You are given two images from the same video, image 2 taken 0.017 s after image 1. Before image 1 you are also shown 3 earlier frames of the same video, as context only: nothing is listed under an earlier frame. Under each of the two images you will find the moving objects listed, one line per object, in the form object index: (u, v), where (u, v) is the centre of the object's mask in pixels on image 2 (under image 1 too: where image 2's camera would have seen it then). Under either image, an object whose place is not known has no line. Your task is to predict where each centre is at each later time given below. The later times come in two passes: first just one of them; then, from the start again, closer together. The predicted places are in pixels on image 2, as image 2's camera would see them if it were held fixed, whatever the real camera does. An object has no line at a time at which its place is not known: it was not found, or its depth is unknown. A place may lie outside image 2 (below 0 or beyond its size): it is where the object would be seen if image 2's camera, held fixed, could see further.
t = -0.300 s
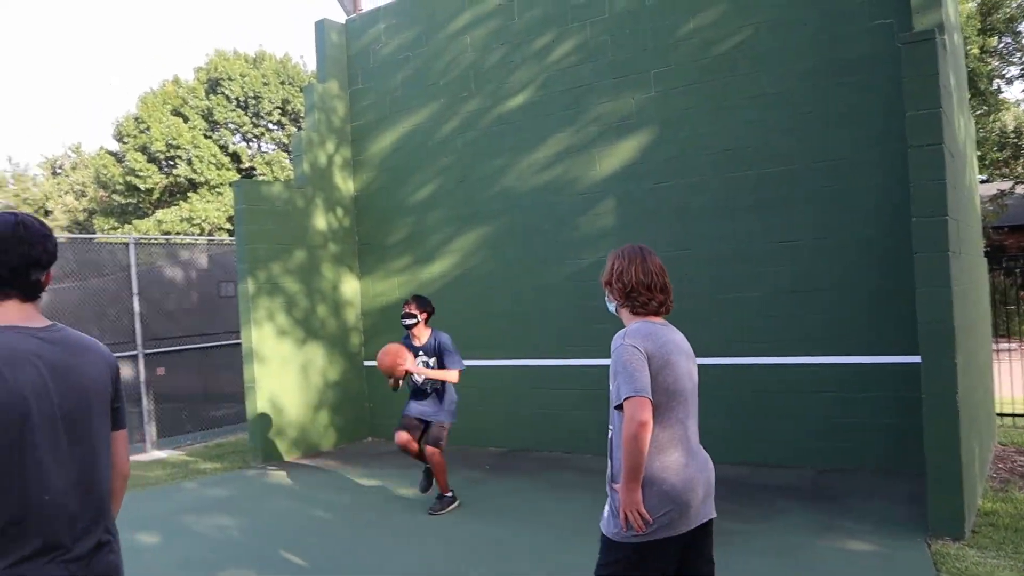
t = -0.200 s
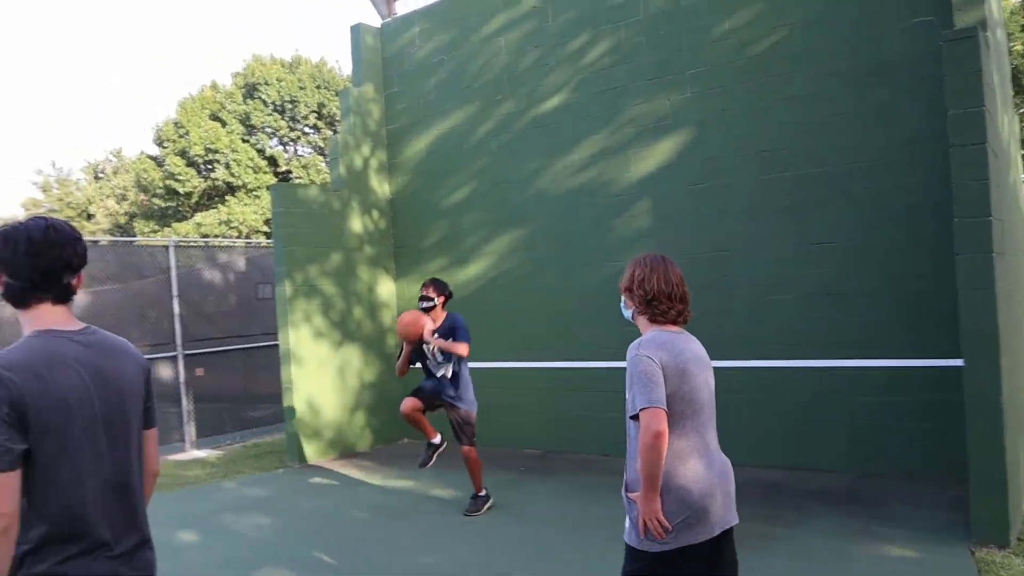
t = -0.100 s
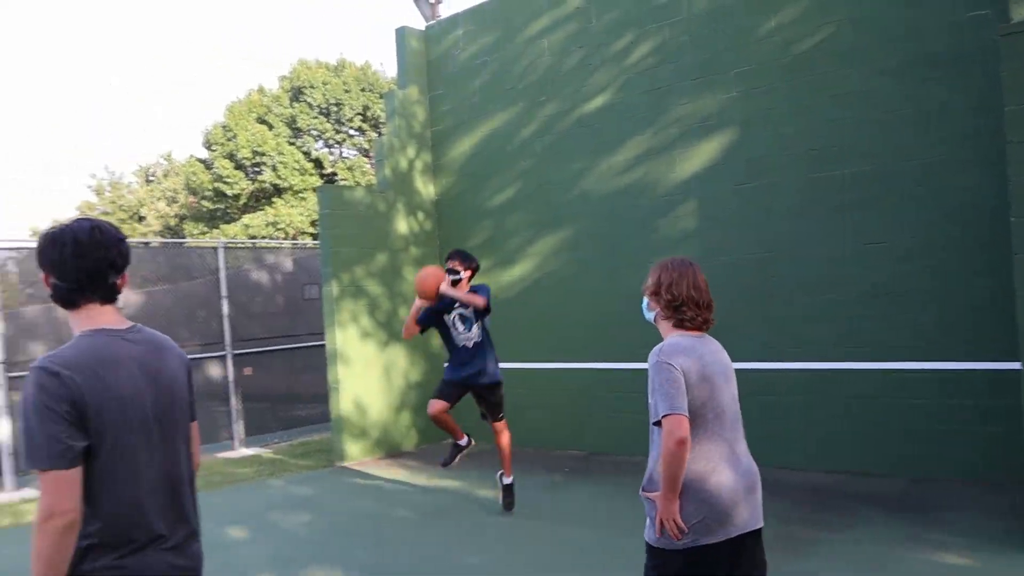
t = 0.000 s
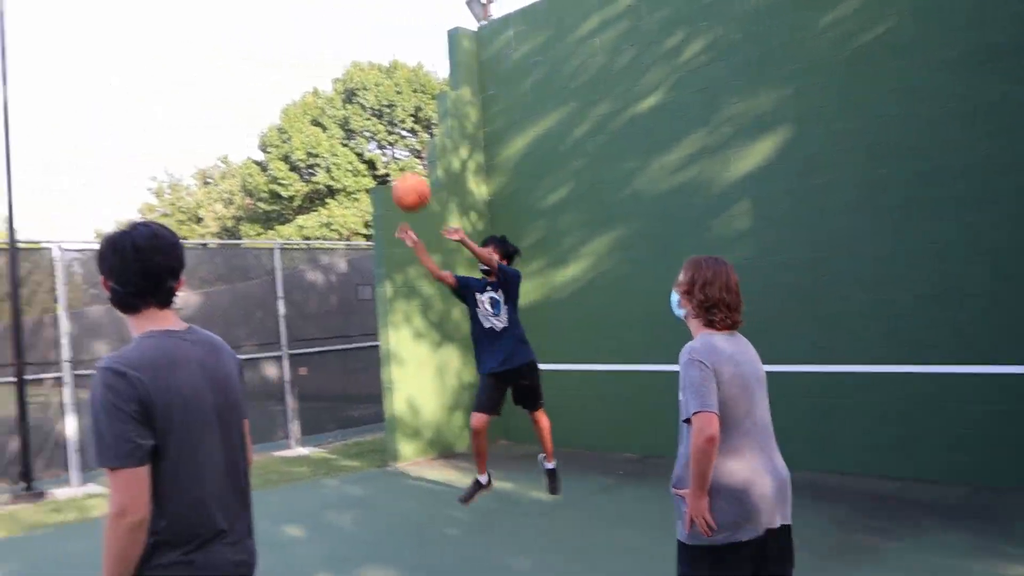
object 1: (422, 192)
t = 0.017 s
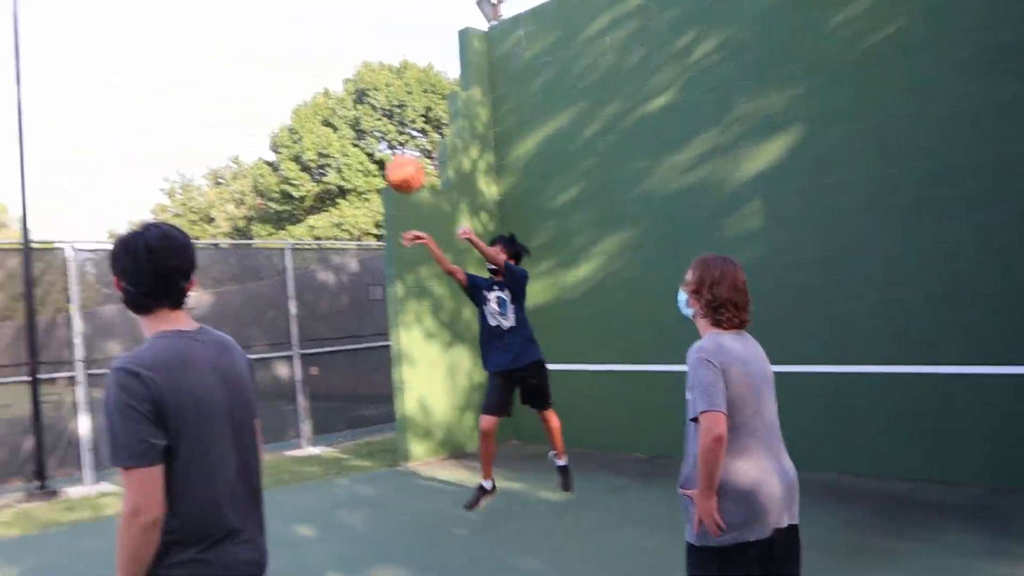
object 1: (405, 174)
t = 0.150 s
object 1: (245, 12)
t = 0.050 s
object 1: (369, 134)
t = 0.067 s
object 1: (351, 114)
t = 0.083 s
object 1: (332, 96)
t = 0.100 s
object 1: (311, 76)
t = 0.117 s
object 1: (290, 55)
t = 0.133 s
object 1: (268, 34)
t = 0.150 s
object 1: (245, 12)
